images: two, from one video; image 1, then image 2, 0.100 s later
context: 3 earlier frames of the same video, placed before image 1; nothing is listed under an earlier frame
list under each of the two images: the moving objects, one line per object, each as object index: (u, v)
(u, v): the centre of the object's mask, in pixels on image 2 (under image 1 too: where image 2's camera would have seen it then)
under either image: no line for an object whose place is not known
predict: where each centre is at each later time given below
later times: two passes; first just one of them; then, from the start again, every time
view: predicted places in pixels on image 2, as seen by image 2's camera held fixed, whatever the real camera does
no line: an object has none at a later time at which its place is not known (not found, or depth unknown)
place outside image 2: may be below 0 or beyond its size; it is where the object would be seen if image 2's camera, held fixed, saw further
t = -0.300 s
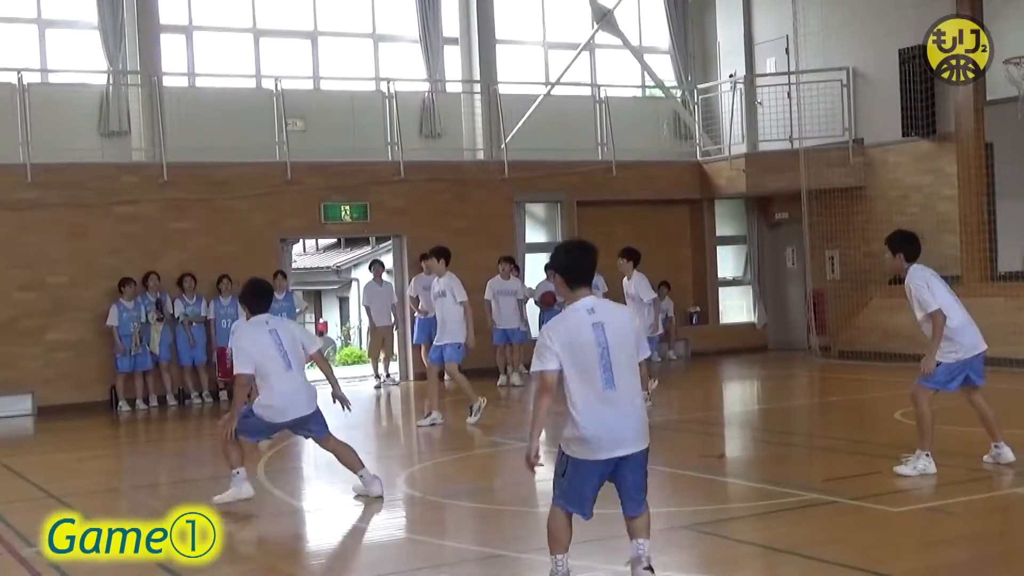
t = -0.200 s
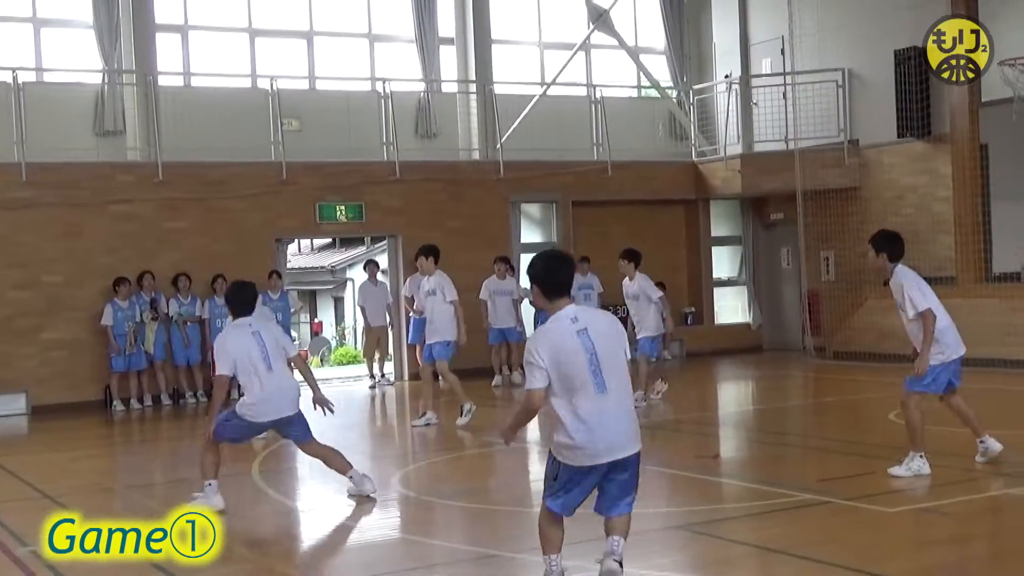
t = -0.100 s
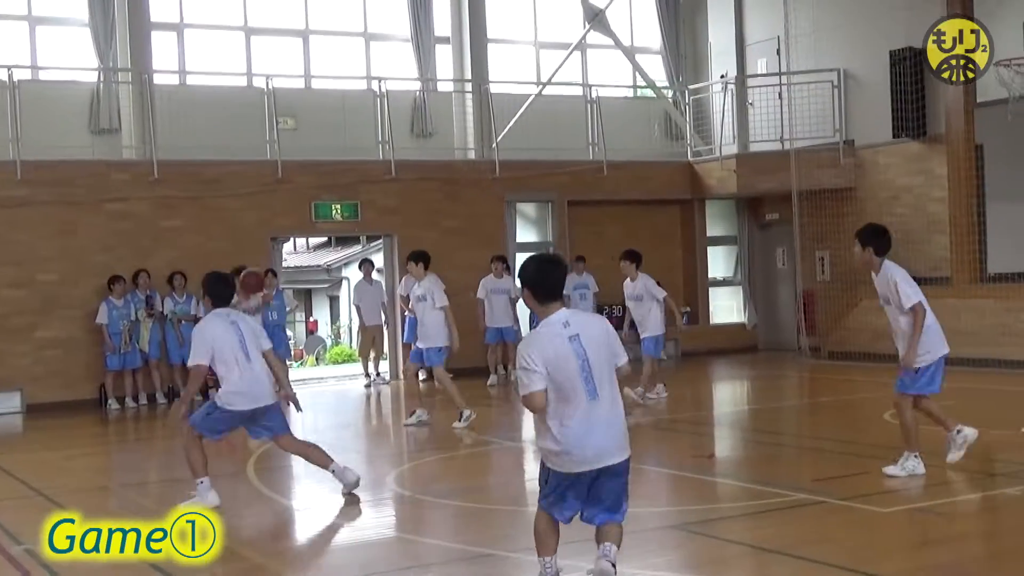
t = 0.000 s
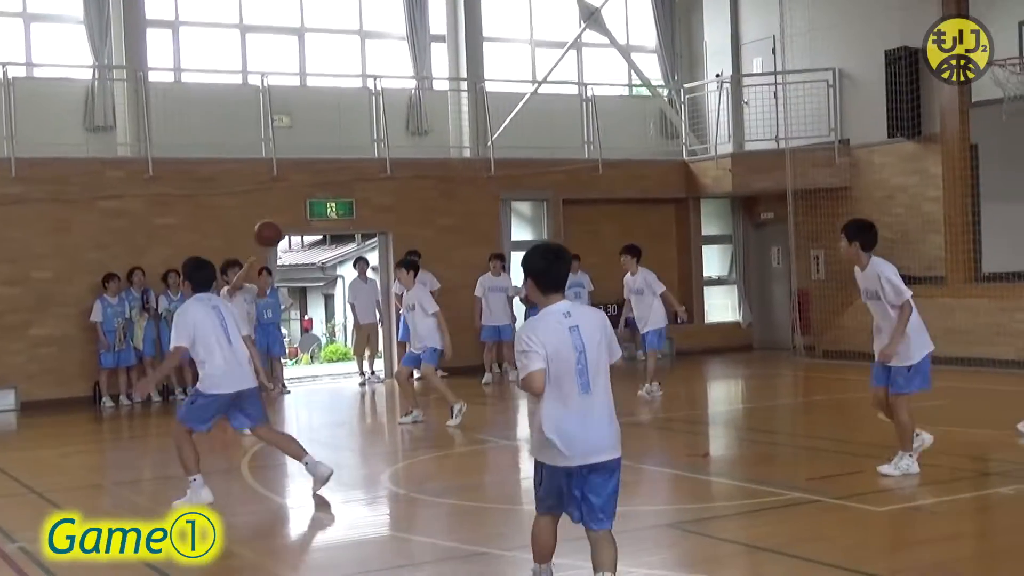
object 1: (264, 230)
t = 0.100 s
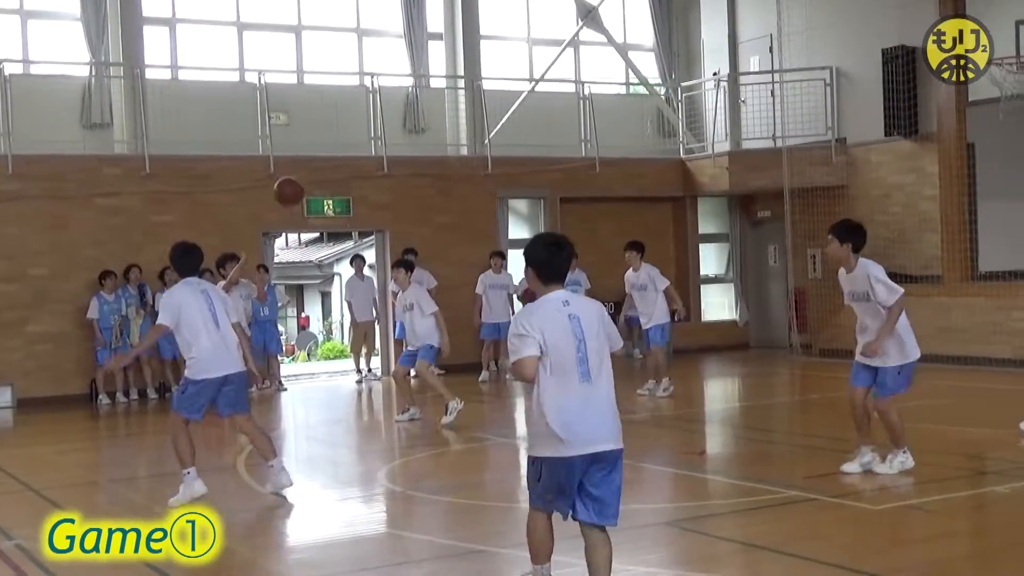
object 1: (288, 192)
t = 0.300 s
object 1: (352, 135)
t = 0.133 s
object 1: (297, 180)
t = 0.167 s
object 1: (307, 169)
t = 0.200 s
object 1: (317, 159)
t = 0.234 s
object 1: (328, 150)
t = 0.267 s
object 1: (340, 143)
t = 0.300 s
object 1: (352, 135)
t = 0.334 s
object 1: (364, 130)
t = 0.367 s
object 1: (378, 126)
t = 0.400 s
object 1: (392, 123)
